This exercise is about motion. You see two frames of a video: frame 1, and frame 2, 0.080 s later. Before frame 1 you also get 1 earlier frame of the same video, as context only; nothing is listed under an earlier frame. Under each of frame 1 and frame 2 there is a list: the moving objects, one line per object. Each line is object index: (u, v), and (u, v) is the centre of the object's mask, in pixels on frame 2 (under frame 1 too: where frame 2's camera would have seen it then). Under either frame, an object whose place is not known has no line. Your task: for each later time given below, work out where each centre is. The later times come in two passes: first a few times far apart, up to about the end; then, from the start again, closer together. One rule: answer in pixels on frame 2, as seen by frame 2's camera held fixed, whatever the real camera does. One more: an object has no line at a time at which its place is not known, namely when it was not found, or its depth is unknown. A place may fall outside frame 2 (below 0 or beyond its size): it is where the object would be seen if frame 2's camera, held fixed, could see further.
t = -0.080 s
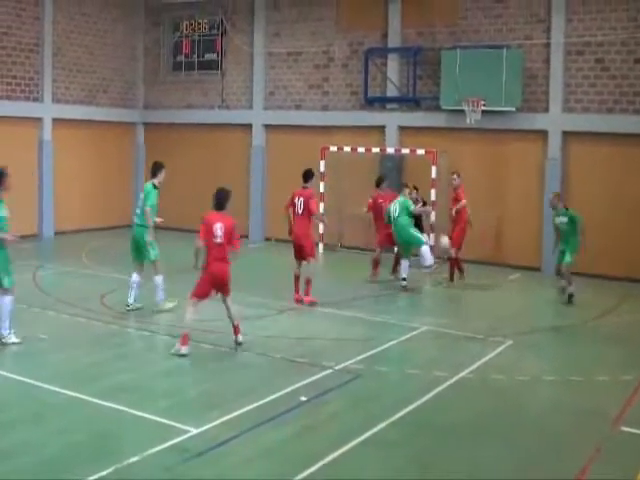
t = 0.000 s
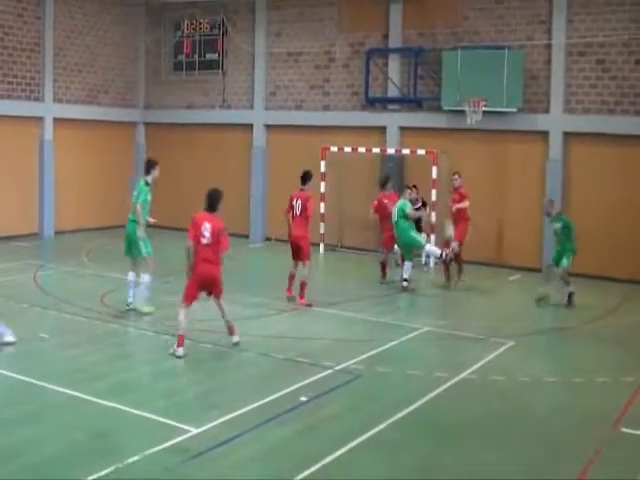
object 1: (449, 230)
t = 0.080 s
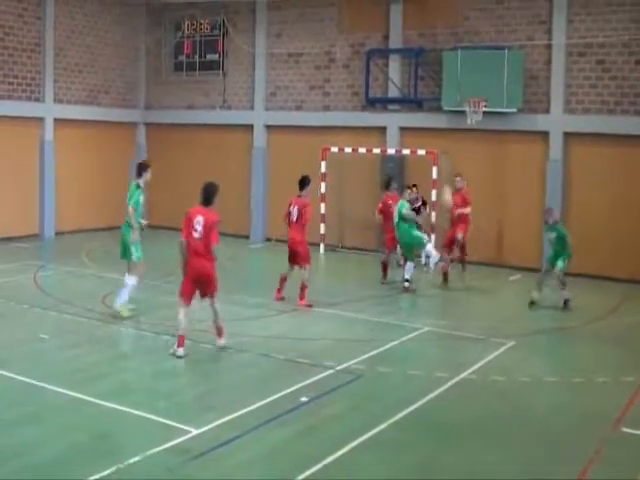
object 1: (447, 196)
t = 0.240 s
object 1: (441, 138)
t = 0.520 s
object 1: (426, 77)
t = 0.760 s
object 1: (414, 69)
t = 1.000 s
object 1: (399, 101)
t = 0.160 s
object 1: (444, 165)
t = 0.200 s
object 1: (443, 150)
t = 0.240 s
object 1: (441, 138)
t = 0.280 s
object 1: (439, 125)
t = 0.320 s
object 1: (436, 115)
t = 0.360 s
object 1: (434, 105)
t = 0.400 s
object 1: (432, 98)
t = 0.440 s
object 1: (430, 90)
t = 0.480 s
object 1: (429, 83)
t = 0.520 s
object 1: (426, 77)
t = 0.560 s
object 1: (424, 74)
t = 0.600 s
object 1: (422, 70)
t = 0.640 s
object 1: (420, 69)
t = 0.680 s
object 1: (418, 68)
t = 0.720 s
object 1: (416, 68)
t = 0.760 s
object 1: (414, 69)
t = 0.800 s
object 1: (411, 71)
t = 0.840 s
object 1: (409, 75)
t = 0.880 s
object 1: (406, 79)
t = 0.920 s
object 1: (405, 86)
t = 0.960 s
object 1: (402, 93)
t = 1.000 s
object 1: (399, 101)
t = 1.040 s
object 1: (397, 111)
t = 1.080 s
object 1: (396, 120)
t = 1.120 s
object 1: (393, 131)
